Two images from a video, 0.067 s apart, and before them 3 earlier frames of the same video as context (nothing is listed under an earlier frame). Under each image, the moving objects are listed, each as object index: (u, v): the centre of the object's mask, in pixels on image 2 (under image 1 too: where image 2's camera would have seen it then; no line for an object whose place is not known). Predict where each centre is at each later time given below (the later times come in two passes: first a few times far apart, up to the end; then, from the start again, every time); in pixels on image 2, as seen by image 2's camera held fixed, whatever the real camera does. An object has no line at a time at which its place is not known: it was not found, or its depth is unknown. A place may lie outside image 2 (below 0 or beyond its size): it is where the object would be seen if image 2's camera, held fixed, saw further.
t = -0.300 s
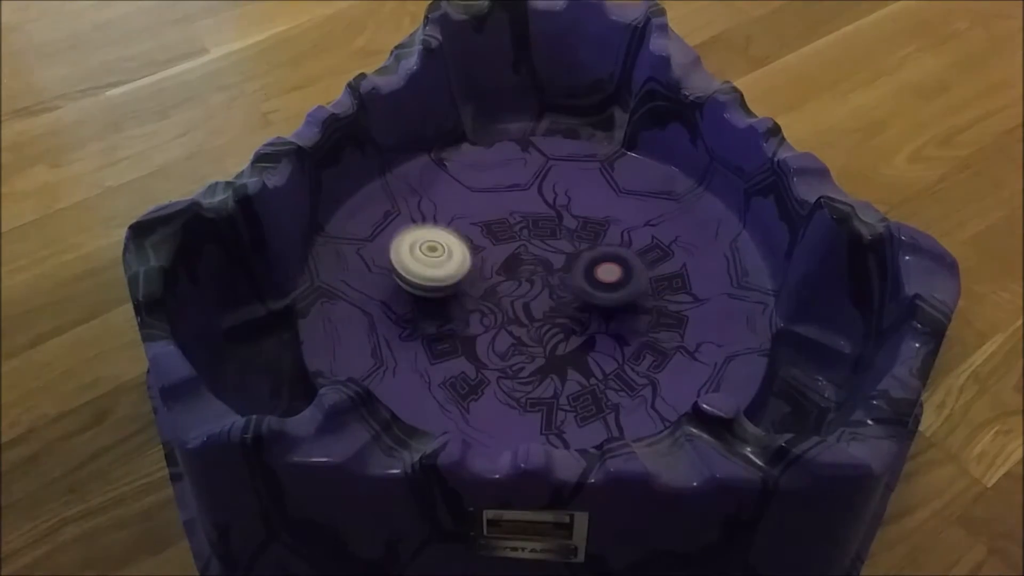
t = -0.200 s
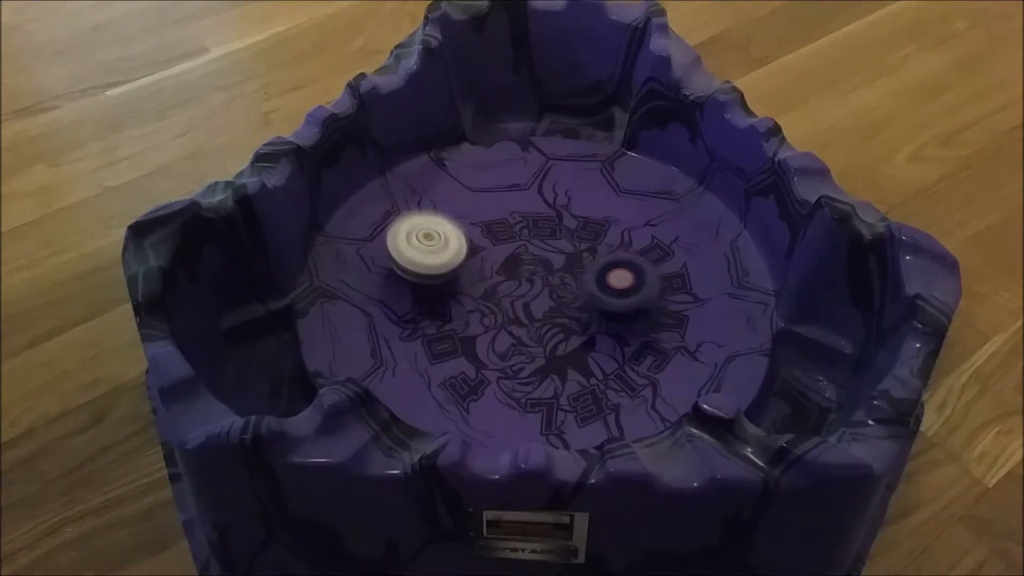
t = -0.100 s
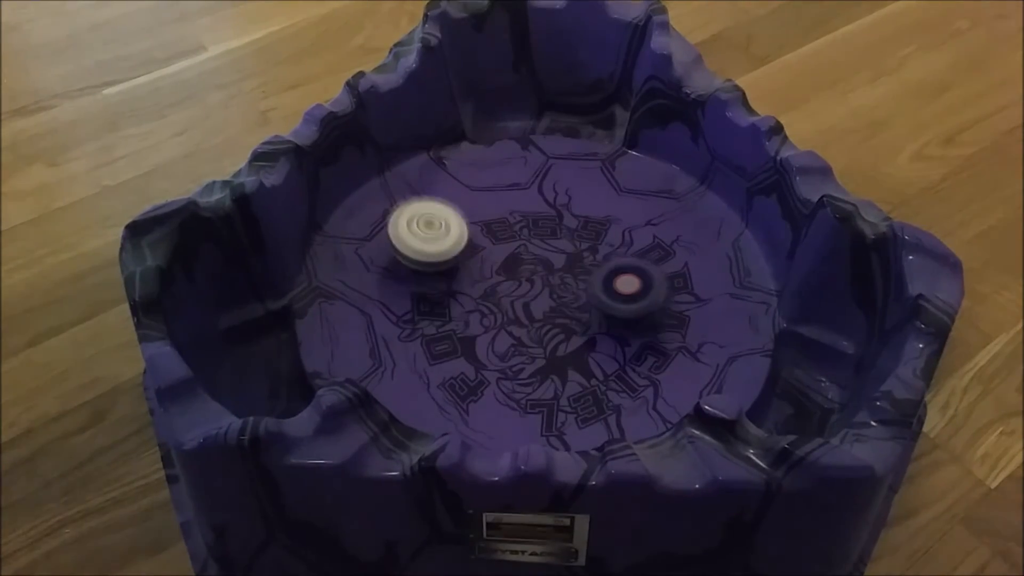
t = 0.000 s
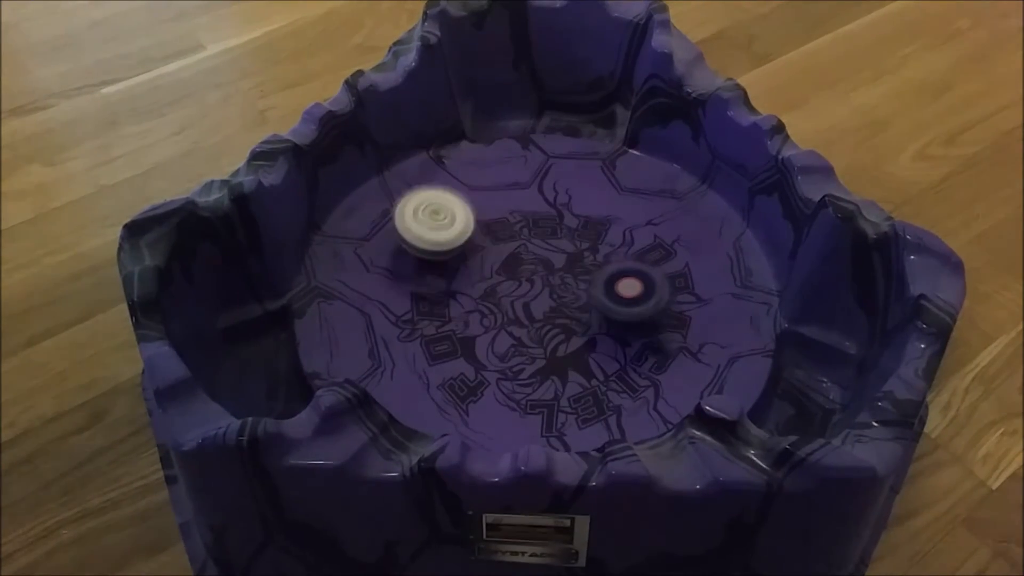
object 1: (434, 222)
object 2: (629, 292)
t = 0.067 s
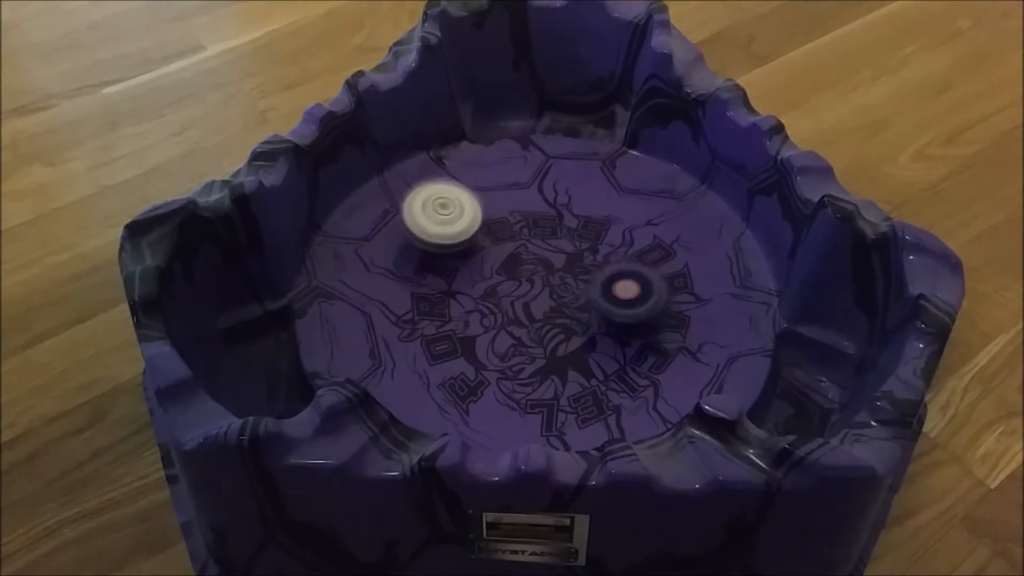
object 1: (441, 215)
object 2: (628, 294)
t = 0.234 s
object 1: (468, 204)
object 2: (608, 296)
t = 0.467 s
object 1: (520, 203)
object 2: (561, 299)
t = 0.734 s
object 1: (578, 220)
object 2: (498, 302)
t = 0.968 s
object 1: (612, 247)
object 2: (481, 301)
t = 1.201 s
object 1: (625, 286)
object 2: (489, 285)
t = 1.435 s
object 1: (618, 318)
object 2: (507, 263)
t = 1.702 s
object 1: (576, 333)
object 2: (531, 243)
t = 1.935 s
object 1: (519, 330)
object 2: (552, 240)
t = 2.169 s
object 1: (478, 312)
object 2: (575, 242)
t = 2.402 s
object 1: (461, 279)
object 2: (584, 253)
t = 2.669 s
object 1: (466, 244)
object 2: (575, 275)
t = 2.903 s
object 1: (493, 227)
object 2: (557, 295)
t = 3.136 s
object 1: (535, 226)
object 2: (534, 310)
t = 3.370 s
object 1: (582, 238)
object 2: (524, 319)
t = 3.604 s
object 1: (612, 258)
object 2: (528, 305)
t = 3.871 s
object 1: (619, 293)
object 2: (530, 275)
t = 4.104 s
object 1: (603, 314)
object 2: (527, 250)
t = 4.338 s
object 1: (560, 320)
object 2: (525, 242)
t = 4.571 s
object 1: (510, 326)
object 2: (544, 243)
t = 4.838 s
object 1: (471, 339)
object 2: (564, 200)
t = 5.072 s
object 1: (457, 315)
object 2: (545, 212)
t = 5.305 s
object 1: (470, 279)
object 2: (551, 260)
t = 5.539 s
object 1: (443, 250)
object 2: (591, 307)
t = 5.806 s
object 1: (467, 234)
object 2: (596, 349)
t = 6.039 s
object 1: (509, 239)
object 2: (556, 352)
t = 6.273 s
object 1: (551, 260)
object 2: (503, 339)
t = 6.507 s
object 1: (574, 286)
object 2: (473, 308)
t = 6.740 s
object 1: (572, 314)
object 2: (467, 267)
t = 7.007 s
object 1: (543, 327)
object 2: (480, 231)
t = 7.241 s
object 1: (513, 317)
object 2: (514, 221)
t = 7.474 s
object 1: (504, 291)
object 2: (562, 226)
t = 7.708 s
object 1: (514, 261)
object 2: (600, 236)
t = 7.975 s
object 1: (528, 241)
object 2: (644, 263)
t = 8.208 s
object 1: (540, 241)
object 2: (659, 293)
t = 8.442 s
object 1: (554, 250)
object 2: (641, 326)
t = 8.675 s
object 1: (556, 264)
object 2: (584, 329)
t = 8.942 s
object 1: (544, 252)
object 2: (523, 327)
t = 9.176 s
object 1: (538, 239)
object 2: (490, 306)
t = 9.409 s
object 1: (574, 206)
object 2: (449, 299)
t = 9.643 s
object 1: (591, 220)
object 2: (454, 272)
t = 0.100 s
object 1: (446, 212)
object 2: (625, 295)
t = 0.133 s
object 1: (451, 209)
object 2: (622, 295)
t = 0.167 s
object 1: (456, 207)
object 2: (618, 296)
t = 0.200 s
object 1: (462, 205)
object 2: (612, 296)
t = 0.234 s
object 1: (468, 204)
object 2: (608, 296)
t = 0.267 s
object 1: (474, 203)
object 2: (602, 297)
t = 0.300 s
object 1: (482, 202)
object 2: (597, 297)
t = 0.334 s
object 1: (489, 201)
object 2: (590, 298)
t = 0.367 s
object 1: (497, 201)
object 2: (580, 298)
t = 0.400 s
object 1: (505, 201)
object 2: (575, 299)
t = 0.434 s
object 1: (512, 202)
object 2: (569, 298)
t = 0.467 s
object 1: (520, 203)
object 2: (561, 299)
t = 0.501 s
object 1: (529, 204)
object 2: (551, 299)
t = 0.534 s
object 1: (537, 206)
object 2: (542, 298)
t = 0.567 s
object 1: (545, 208)
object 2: (534, 299)
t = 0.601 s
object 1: (552, 210)
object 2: (526, 298)
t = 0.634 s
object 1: (558, 212)
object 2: (517, 300)
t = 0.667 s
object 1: (566, 214)
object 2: (511, 300)
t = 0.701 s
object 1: (572, 217)
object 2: (503, 302)
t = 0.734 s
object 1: (578, 220)
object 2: (498, 302)
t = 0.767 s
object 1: (584, 224)
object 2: (494, 303)
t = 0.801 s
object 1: (589, 227)
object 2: (490, 304)
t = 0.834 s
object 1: (595, 231)
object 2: (487, 304)
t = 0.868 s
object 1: (599, 234)
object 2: (485, 303)
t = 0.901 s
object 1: (604, 239)
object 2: (484, 303)
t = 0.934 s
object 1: (608, 243)
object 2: (482, 302)
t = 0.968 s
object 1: (612, 247)
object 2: (481, 301)
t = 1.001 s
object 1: (615, 252)
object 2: (481, 300)
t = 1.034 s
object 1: (618, 258)
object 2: (481, 298)
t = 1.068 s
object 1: (620, 263)
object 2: (482, 296)
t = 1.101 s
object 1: (622, 269)
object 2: (483, 295)
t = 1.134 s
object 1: (623, 274)
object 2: (484, 293)
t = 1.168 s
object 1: (624, 280)
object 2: (487, 288)
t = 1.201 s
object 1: (625, 286)
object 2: (489, 285)
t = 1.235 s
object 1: (624, 293)
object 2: (491, 284)
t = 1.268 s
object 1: (624, 298)
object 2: (493, 280)
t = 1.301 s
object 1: (624, 302)
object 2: (497, 278)
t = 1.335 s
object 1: (623, 307)
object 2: (500, 274)
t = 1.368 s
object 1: (622, 311)
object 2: (502, 271)
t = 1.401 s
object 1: (620, 315)
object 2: (504, 267)
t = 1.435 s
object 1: (618, 318)
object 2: (507, 263)
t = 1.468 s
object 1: (615, 322)
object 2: (510, 260)
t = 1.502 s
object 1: (611, 325)
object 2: (512, 257)
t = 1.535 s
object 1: (607, 327)
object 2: (516, 255)
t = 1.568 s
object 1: (602, 329)
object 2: (518, 252)
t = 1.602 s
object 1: (596, 331)
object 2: (523, 249)
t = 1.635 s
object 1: (590, 333)
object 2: (525, 246)
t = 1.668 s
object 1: (583, 333)
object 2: (527, 244)
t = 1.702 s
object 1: (576, 333)
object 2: (531, 243)
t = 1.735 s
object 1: (568, 334)
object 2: (534, 242)
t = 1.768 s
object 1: (560, 334)
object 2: (536, 241)
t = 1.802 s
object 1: (552, 333)
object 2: (540, 240)
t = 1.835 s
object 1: (544, 333)
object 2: (543, 239)
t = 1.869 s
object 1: (535, 332)
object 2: (546, 239)
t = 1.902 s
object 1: (527, 331)
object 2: (550, 240)
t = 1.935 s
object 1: (519, 330)
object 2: (552, 240)
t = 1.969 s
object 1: (512, 328)
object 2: (557, 240)
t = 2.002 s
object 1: (505, 326)
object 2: (560, 240)
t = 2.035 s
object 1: (499, 325)
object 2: (563, 240)
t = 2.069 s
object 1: (493, 322)
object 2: (567, 240)
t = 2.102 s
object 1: (488, 319)
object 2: (569, 241)
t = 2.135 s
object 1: (483, 316)
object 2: (573, 242)
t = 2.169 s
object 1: (478, 312)
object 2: (575, 242)
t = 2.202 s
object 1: (474, 307)
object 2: (578, 243)
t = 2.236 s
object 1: (471, 303)
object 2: (579, 245)
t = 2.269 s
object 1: (468, 299)
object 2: (581, 246)
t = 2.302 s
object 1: (466, 294)
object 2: (583, 247)
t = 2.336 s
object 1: (464, 289)
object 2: (583, 250)
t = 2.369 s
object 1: (462, 284)
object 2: (584, 251)
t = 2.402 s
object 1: (461, 279)
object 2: (584, 253)
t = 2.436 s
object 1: (460, 274)
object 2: (584, 255)
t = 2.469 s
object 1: (460, 269)
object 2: (584, 257)
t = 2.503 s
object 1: (460, 264)
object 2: (582, 260)
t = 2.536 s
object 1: (460, 259)
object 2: (581, 263)
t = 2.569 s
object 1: (461, 256)
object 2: (580, 266)
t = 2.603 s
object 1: (462, 251)
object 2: (578, 268)
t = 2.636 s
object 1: (464, 247)
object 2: (577, 271)
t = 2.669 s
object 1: (466, 244)
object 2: (575, 275)
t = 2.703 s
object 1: (469, 241)
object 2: (573, 278)
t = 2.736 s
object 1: (471, 238)
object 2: (571, 282)
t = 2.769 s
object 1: (475, 235)
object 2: (569, 285)
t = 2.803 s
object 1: (479, 232)
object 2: (567, 287)
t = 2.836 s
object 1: (483, 230)
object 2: (564, 289)
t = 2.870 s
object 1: (488, 228)
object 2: (560, 292)
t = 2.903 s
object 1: (493, 227)
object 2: (557, 295)
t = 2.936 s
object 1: (498, 226)
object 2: (553, 298)
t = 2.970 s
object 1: (503, 226)
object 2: (549, 300)
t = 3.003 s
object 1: (509, 225)
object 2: (546, 302)
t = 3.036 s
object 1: (515, 225)
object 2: (542, 304)
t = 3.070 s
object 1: (521, 225)
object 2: (538, 308)
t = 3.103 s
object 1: (528, 226)
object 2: (536, 309)
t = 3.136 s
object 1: (535, 226)
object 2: (534, 310)
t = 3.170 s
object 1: (543, 228)
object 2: (531, 313)
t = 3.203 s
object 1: (550, 230)
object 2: (530, 314)
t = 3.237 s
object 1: (556, 231)
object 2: (528, 316)
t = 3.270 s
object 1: (563, 232)
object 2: (526, 317)
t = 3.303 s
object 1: (570, 234)
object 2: (525, 317)
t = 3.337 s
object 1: (576, 236)
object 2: (524, 318)
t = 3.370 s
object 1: (582, 238)
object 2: (524, 319)
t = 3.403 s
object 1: (588, 240)
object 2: (523, 318)
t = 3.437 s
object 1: (593, 242)
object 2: (523, 317)
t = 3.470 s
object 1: (598, 244)
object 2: (523, 316)
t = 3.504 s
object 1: (602, 247)
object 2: (523, 313)
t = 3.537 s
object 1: (606, 250)
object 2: (525, 312)
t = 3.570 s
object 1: (610, 254)
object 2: (526, 309)
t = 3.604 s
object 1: (612, 258)
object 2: (528, 305)
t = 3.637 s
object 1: (615, 262)
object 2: (528, 302)
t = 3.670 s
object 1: (617, 266)
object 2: (528, 298)
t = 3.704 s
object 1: (618, 270)
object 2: (529, 294)
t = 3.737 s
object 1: (619, 275)
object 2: (529, 291)
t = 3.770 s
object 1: (619, 279)
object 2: (529, 288)
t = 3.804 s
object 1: (620, 283)
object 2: (530, 284)
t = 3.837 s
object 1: (619, 288)
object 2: (529, 280)
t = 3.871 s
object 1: (619, 293)
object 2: (530, 275)
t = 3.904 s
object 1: (618, 296)
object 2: (530, 270)
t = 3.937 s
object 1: (616, 300)
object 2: (529, 266)
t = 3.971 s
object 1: (615, 304)
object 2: (529, 263)
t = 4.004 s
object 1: (612, 307)
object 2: (529, 259)
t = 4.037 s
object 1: (610, 310)
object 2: (529, 255)
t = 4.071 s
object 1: (607, 312)
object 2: (528, 252)
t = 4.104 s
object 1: (603, 314)
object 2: (527, 250)
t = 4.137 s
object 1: (599, 316)
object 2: (527, 248)
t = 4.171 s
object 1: (593, 317)
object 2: (526, 246)
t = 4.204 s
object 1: (587, 319)
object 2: (526, 244)
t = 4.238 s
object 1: (580, 319)
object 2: (525, 243)
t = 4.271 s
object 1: (573, 320)
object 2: (525, 242)
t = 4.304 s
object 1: (567, 320)
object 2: (525, 242)
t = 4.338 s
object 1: (560, 320)
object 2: (525, 242)
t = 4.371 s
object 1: (554, 321)
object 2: (525, 244)
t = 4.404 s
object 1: (548, 320)
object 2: (526, 244)
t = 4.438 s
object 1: (540, 319)
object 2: (527, 246)
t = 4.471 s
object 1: (533, 317)
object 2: (529, 247)
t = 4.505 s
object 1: (527, 316)
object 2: (531, 249)
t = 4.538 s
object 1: (520, 318)
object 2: (537, 249)
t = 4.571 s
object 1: (510, 326)
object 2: (544, 243)
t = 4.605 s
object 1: (503, 332)
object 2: (550, 236)
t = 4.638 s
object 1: (496, 335)
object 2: (554, 231)
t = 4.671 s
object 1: (491, 338)
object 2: (559, 226)
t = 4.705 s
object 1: (486, 339)
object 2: (562, 219)
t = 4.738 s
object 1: (482, 340)
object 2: (563, 214)
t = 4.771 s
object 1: (478, 341)
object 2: (565, 209)
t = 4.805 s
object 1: (475, 340)
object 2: (565, 203)
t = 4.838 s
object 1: (471, 339)
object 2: (564, 200)
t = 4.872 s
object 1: (467, 337)
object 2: (562, 197)
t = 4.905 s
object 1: (464, 335)
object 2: (560, 196)
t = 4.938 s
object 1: (461, 332)
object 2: (556, 197)
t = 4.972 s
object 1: (460, 328)
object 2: (553, 200)
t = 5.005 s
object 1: (458, 324)
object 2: (552, 201)
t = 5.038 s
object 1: (457, 320)
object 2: (548, 206)
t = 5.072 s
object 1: (457, 315)
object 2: (545, 212)
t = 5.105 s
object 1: (457, 310)
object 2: (544, 219)
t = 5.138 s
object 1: (458, 305)
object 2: (544, 227)
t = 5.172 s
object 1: (459, 300)
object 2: (546, 233)
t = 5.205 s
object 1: (461, 295)
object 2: (546, 239)
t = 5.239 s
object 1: (464, 290)
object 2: (546, 247)
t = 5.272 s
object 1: (467, 284)
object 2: (549, 254)
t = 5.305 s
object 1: (470, 279)
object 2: (551, 260)
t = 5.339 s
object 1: (466, 274)
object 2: (559, 269)
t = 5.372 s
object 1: (458, 270)
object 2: (571, 276)
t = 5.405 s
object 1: (451, 264)
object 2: (578, 283)
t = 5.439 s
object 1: (446, 259)
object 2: (582, 290)
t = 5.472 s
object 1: (444, 256)
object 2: (586, 296)
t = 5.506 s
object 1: (443, 253)
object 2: (587, 301)
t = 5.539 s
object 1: (443, 250)
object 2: (591, 307)
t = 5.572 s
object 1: (445, 247)
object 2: (593, 313)
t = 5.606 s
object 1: (446, 244)
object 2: (595, 320)
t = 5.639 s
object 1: (448, 241)
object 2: (596, 324)
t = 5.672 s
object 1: (451, 239)
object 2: (597, 330)
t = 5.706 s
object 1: (454, 237)
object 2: (598, 336)
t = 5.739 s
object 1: (458, 236)
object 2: (598, 340)
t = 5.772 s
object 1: (461, 234)
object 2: (598, 345)
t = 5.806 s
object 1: (467, 234)
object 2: (596, 349)
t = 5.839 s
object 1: (472, 233)
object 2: (591, 351)
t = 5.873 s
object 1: (478, 233)
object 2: (589, 351)
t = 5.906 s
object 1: (484, 233)
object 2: (584, 353)
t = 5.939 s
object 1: (490, 234)
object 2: (579, 354)
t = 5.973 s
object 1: (496, 235)
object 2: (571, 353)
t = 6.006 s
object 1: (503, 237)
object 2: (563, 353)
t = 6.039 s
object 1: (509, 239)
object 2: (556, 352)
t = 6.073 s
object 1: (516, 242)
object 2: (549, 351)
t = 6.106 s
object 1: (522, 245)
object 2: (540, 349)
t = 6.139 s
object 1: (529, 248)
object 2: (531, 348)
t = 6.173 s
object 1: (535, 251)
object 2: (523, 346)
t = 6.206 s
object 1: (540, 254)
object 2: (517, 343)
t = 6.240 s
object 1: (546, 257)
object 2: (510, 341)
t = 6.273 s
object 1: (551, 260)
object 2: (503, 339)
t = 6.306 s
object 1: (556, 262)
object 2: (496, 336)
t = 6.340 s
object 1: (560, 266)
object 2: (492, 333)
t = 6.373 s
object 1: (564, 270)
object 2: (487, 328)
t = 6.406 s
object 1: (568, 273)
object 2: (484, 324)
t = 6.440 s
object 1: (570, 277)
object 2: (479, 319)
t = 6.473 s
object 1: (573, 281)
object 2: (476, 314)
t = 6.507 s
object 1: (574, 286)
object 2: (473, 308)
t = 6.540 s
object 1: (576, 290)
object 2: (471, 302)
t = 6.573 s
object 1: (577, 295)
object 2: (470, 296)
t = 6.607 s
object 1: (577, 299)
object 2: (469, 290)
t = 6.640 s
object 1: (577, 303)
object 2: (467, 284)
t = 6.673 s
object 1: (575, 307)
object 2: (467, 279)
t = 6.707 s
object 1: (574, 310)
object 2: (466, 273)
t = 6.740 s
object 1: (572, 314)
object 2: (467, 267)
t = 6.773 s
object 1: (570, 317)
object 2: (467, 261)
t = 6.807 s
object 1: (566, 319)
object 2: (467, 255)
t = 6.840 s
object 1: (563, 321)
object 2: (469, 251)
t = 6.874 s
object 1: (559, 324)
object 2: (470, 246)
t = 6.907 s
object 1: (556, 325)
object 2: (472, 242)
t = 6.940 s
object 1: (552, 326)
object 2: (474, 237)
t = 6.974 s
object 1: (547, 327)
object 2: (477, 234)
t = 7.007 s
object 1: (543, 327)
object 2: (480, 231)
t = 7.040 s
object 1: (538, 327)
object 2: (483, 228)
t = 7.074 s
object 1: (532, 326)
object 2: (486, 226)
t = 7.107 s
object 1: (527, 325)
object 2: (492, 223)
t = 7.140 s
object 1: (523, 323)
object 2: (497, 222)
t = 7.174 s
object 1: (520, 321)
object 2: (503, 221)
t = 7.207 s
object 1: (516, 320)
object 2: (508, 221)
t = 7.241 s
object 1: (513, 317)
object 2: (514, 221)
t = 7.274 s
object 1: (510, 314)
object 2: (520, 220)
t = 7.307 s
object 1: (508, 311)
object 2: (527, 220)
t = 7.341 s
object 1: (506, 308)
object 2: (535, 221)
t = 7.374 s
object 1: (505, 304)
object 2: (541, 222)
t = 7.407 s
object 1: (504, 300)
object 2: (548, 224)
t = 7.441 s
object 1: (504, 296)
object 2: (556, 226)
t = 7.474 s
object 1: (504, 291)
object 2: (562, 226)
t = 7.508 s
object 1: (504, 286)
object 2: (569, 226)
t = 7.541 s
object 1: (505, 282)
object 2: (577, 229)
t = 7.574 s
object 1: (507, 277)
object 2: (582, 230)
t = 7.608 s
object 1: (508, 273)
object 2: (587, 231)
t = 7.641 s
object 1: (509, 269)
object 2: (593, 233)
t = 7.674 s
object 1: (512, 265)
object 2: (597, 235)
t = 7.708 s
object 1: (514, 261)
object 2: (600, 236)
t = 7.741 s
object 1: (518, 258)
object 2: (603, 237)
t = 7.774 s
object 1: (521, 255)
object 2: (606, 239)
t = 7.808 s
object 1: (525, 252)
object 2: (609, 243)
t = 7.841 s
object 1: (529, 249)
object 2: (611, 247)
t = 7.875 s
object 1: (528, 247)
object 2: (620, 252)
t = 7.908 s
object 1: (527, 244)
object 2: (631, 256)
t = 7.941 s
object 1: (528, 242)
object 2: (637, 259)
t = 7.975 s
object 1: (528, 241)
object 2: (644, 263)
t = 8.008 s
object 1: (529, 240)
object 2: (647, 267)
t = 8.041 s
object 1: (530, 239)
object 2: (650, 270)
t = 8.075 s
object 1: (532, 239)
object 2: (654, 273)
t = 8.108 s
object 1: (534, 239)
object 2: (654, 277)
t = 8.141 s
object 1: (536, 239)
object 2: (659, 282)
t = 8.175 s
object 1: (538, 240)
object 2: (659, 287)
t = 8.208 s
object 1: (540, 241)
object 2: (659, 293)
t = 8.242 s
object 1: (542, 242)
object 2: (660, 298)
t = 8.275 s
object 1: (544, 243)
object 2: (658, 303)
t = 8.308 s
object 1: (547, 244)
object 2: (655, 307)
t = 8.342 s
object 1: (549, 245)
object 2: (653, 313)
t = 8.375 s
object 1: (551, 247)
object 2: (649, 318)
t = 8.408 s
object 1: (553, 248)
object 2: (645, 322)
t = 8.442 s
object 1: (554, 250)
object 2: (641, 326)
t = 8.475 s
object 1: (556, 252)
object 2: (634, 327)
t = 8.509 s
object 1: (557, 254)
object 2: (628, 330)
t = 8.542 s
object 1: (557, 256)
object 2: (620, 331)
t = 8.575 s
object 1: (558, 258)
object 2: (612, 331)
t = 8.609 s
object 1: (558, 260)
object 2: (604, 331)
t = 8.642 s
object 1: (557, 263)
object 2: (594, 330)
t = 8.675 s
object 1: (556, 264)
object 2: (584, 329)
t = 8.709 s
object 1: (555, 264)
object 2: (575, 330)
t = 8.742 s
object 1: (553, 263)
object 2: (567, 330)
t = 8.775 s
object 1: (552, 262)
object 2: (559, 329)
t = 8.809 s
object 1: (551, 260)
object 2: (551, 332)
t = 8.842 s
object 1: (549, 258)
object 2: (542, 332)
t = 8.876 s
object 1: (547, 256)
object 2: (534, 331)
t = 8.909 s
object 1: (545, 254)
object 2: (529, 329)
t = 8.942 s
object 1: (544, 252)
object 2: (523, 327)
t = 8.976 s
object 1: (542, 250)
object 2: (517, 324)
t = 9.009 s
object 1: (540, 249)
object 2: (510, 320)
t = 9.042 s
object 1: (538, 247)
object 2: (506, 317)
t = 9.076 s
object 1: (537, 246)
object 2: (502, 312)
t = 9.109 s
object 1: (536, 245)
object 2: (499, 309)
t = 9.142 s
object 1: (535, 244)
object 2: (501, 304)
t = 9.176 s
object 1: (538, 239)
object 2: (490, 306)
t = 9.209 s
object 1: (548, 228)
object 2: (478, 309)
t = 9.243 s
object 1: (554, 221)
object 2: (469, 312)
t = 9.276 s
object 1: (560, 215)
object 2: (464, 313)
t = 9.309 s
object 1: (566, 211)
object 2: (459, 310)
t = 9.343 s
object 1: (569, 209)
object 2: (456, 307)
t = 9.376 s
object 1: (572, 207)
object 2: (451, 303)
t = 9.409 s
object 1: (574, 206)
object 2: (449, 299)
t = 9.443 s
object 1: (576, 206)
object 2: (448, 295)
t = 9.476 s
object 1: (579, 206)
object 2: (447, 292)
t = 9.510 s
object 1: (581, 208)
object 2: (447, 288)
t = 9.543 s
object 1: (583, 210)
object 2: (446, 284)
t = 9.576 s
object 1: (586, 213)
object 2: (448, 281)
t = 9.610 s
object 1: (589, 218)
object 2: (451, 277)
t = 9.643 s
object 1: (591, 220)
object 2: (454, 272)
